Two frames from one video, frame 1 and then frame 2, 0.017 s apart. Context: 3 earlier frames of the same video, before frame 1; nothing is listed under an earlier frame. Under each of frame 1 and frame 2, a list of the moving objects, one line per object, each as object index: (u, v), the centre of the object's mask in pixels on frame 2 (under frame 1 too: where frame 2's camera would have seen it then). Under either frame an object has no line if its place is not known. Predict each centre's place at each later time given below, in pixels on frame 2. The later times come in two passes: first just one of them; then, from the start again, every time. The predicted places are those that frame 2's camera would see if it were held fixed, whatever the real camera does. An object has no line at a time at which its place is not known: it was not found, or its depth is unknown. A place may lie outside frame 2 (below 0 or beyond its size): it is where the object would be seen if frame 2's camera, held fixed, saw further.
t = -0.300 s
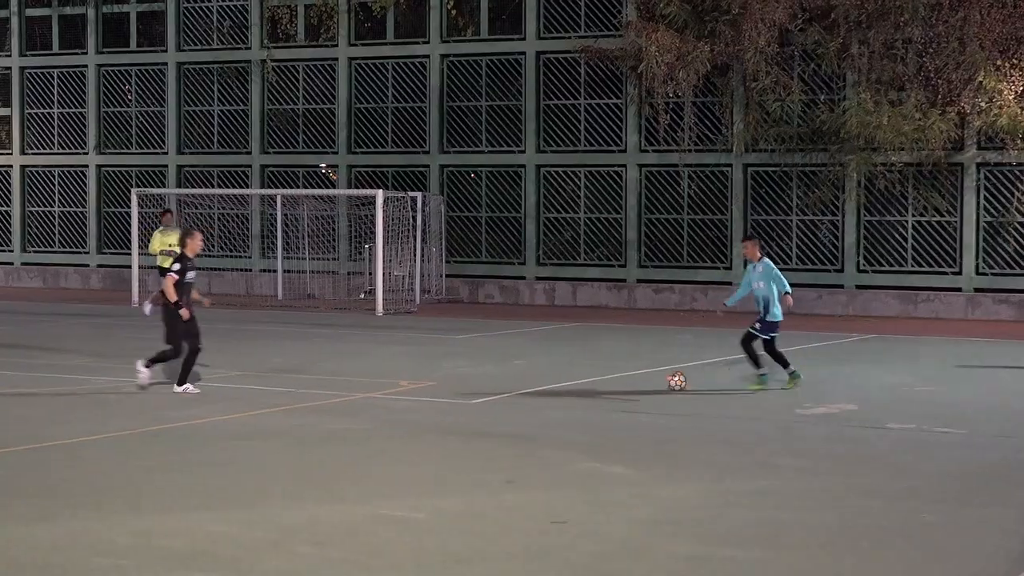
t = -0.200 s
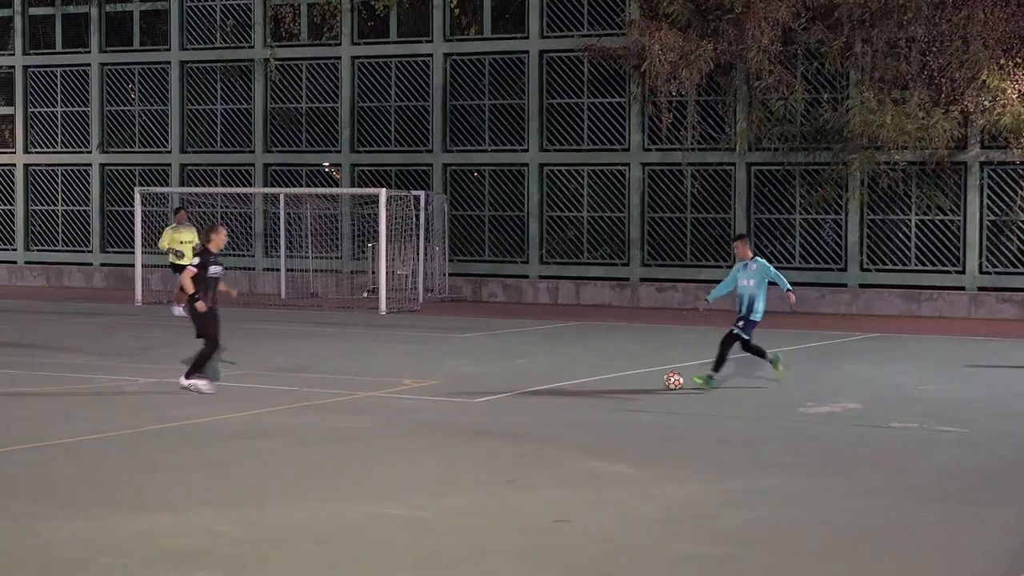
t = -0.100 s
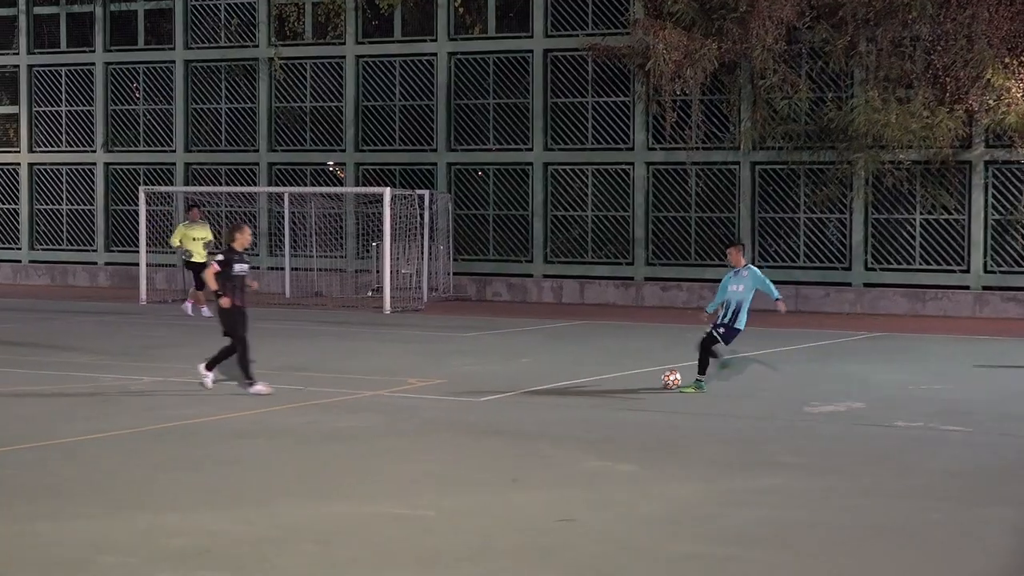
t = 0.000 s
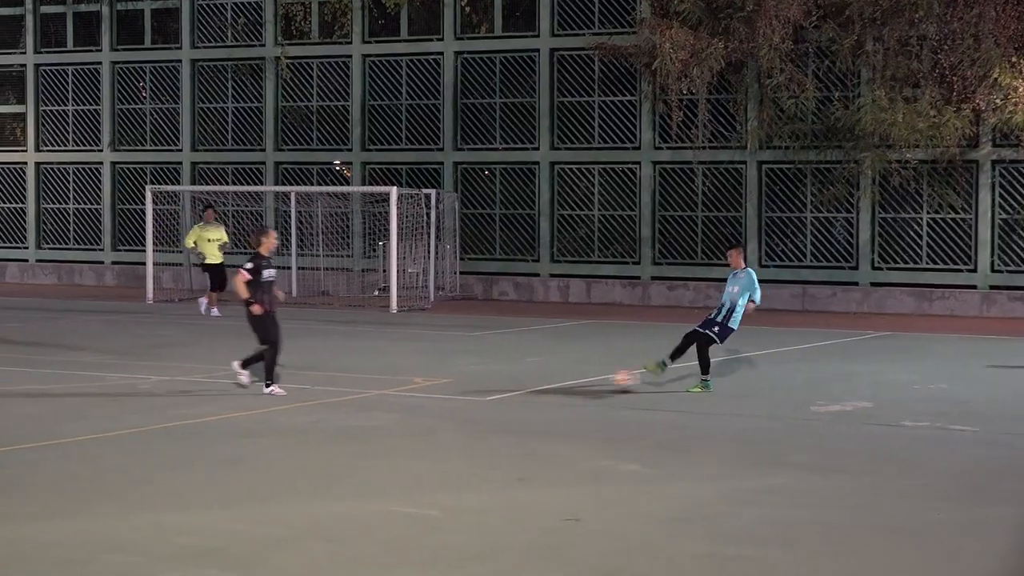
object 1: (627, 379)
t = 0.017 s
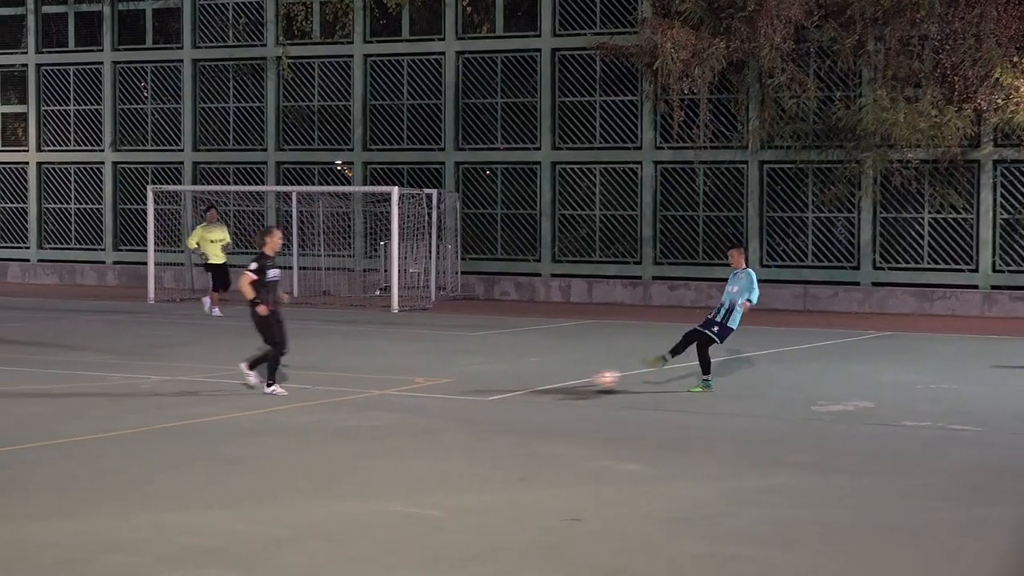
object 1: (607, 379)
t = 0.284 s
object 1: (288, 422)
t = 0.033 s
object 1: (590, 381)
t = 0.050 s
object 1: (571, 382)
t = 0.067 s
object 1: (553, 383)
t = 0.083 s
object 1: (534, 384)
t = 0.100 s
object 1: (514, 387)
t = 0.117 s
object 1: (494, 389)
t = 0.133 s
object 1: (475, 392)
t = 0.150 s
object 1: (454, 396)
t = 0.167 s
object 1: (432, 401)
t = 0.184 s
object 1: (411, 406)
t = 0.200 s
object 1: (389, 411)
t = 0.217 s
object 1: (368, 416)
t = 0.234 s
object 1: (346, 420)
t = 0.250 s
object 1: (327, 421)
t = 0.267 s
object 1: (307, 422)
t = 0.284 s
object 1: (288, 422)
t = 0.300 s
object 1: (268, 420)
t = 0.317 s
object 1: (249, 421)
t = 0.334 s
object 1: (229, 422)
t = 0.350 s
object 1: (210, 424)
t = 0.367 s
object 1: (187, 427)
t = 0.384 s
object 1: (166, 430)
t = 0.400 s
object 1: (141, 434)
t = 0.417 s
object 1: (118, 438)
